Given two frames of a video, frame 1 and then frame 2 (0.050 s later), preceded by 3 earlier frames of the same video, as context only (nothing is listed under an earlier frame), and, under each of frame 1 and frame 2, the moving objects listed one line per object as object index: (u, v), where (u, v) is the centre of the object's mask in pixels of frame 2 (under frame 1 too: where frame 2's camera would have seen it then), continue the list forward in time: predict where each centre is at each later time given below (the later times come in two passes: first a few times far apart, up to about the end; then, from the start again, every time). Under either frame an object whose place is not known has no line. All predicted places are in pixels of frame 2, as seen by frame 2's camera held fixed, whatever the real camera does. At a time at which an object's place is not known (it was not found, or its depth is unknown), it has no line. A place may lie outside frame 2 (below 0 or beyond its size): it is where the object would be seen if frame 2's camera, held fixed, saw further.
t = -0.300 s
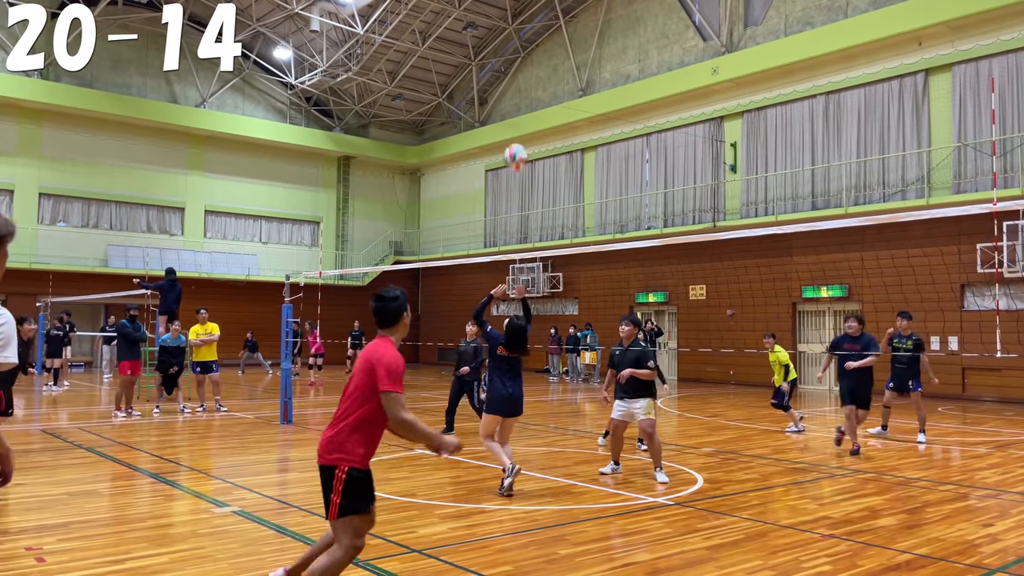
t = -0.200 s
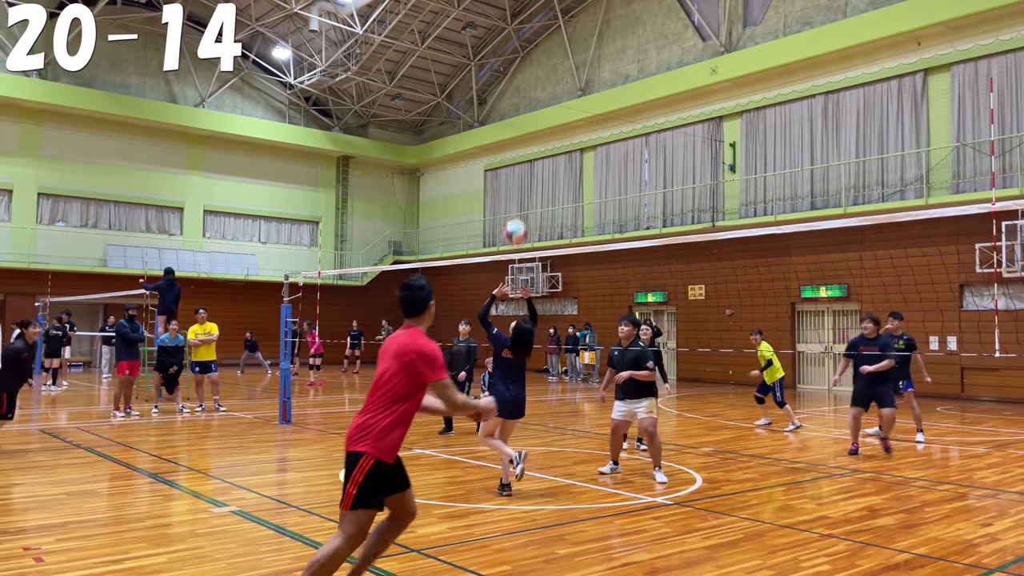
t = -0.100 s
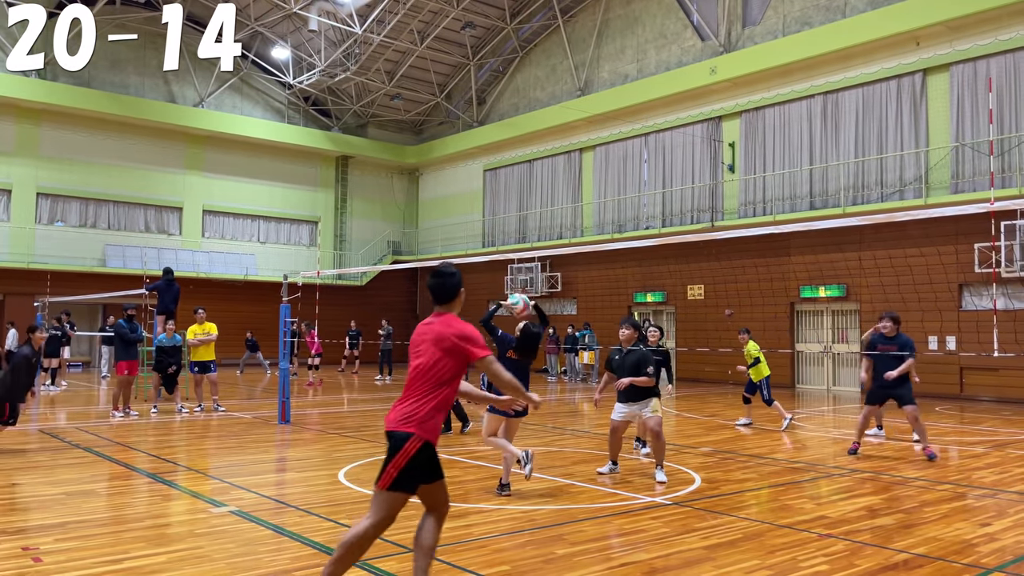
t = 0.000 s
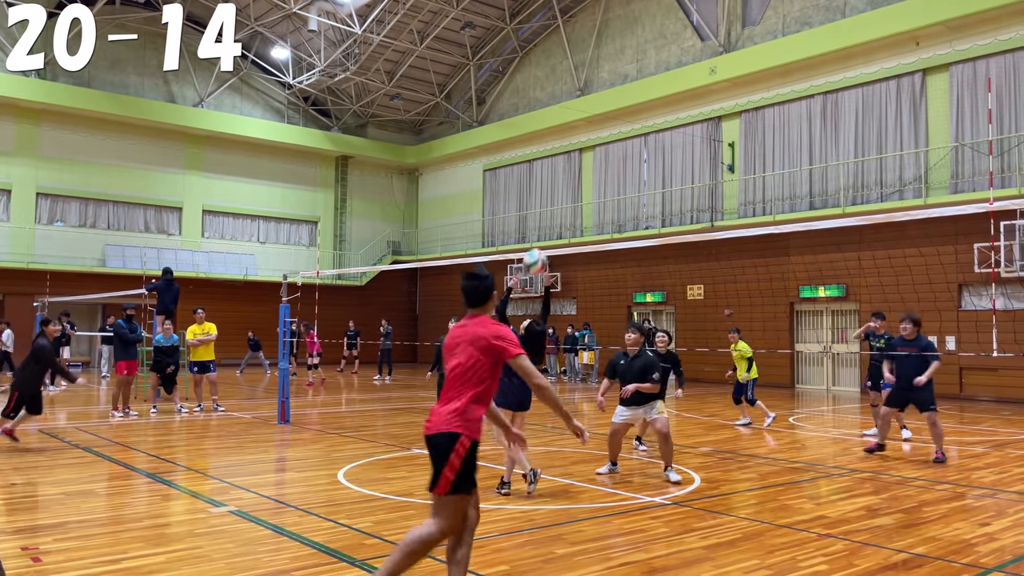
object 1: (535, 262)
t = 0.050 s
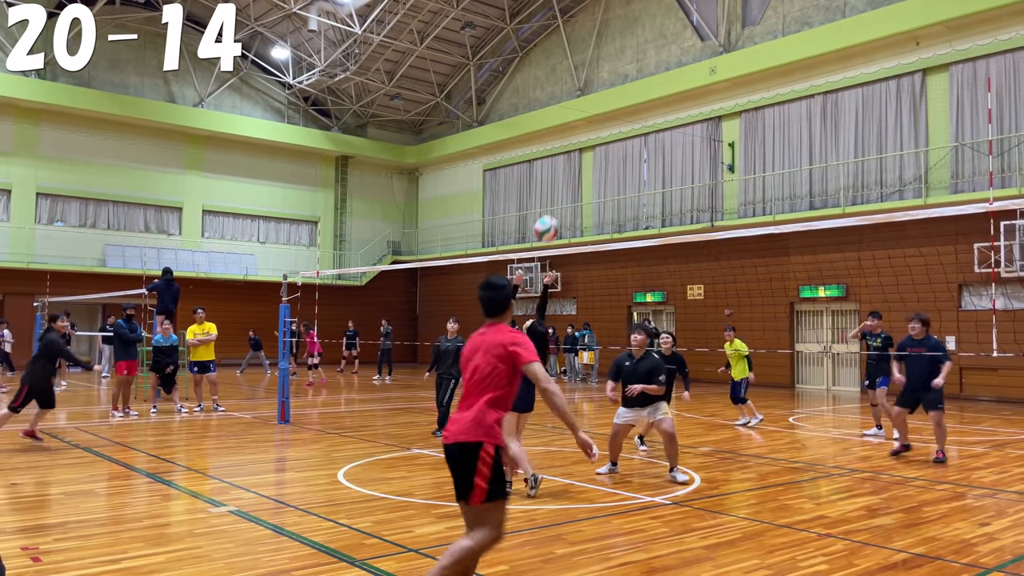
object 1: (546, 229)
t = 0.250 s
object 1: (593, 118)
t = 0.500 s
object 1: (654, 36)
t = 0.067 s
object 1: (549, 218)
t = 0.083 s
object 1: (554, 207)
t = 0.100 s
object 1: (558, 198)
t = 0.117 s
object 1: (562, 188)
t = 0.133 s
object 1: (565, 178)
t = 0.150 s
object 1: (569, 169)
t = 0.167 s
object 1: (573, 159)
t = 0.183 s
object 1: (577, 151)
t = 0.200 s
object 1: (581, 142)
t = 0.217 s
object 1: (585, 134)
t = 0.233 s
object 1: (589, 126)
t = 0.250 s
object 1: (593, 118)
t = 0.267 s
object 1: (597, 110)
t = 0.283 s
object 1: (601, 103)
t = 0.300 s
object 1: (605, 96)
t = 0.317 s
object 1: (609, 89)
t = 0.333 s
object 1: (613, 83)
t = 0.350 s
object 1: (617, 77)
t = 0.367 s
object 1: (621, 71)
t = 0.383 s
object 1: (625, 66)
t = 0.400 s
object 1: (629, 61)
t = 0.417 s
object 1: (633, 56)
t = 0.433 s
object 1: (637, 51)
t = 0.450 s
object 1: (641, 47)
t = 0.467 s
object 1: (645, 43)
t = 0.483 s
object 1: (650, 39)
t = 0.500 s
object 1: (654, 36)
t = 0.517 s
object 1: (658, 33)
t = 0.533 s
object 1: (663, 30)
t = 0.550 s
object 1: (665, 27)
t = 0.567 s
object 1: (670, 25)
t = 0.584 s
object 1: (674, 24)
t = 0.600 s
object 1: (679, 22)
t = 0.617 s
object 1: (683, 21)
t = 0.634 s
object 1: (687, 20)
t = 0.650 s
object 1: (692, 20)
